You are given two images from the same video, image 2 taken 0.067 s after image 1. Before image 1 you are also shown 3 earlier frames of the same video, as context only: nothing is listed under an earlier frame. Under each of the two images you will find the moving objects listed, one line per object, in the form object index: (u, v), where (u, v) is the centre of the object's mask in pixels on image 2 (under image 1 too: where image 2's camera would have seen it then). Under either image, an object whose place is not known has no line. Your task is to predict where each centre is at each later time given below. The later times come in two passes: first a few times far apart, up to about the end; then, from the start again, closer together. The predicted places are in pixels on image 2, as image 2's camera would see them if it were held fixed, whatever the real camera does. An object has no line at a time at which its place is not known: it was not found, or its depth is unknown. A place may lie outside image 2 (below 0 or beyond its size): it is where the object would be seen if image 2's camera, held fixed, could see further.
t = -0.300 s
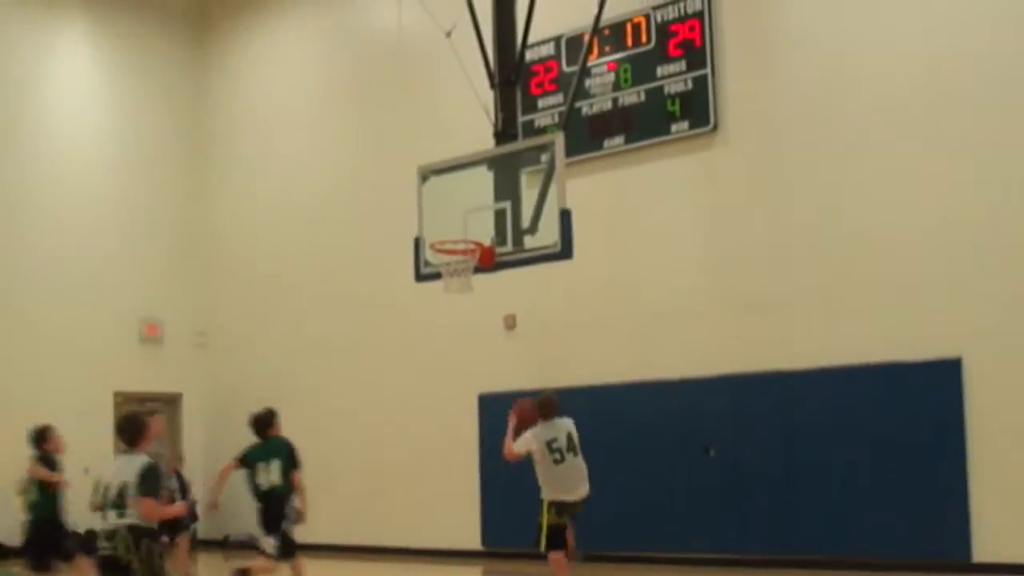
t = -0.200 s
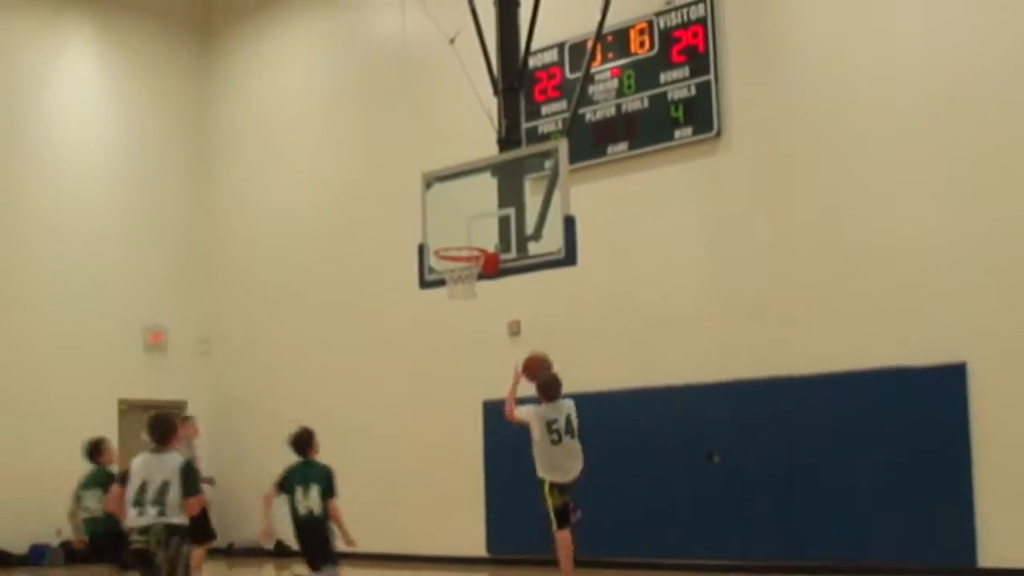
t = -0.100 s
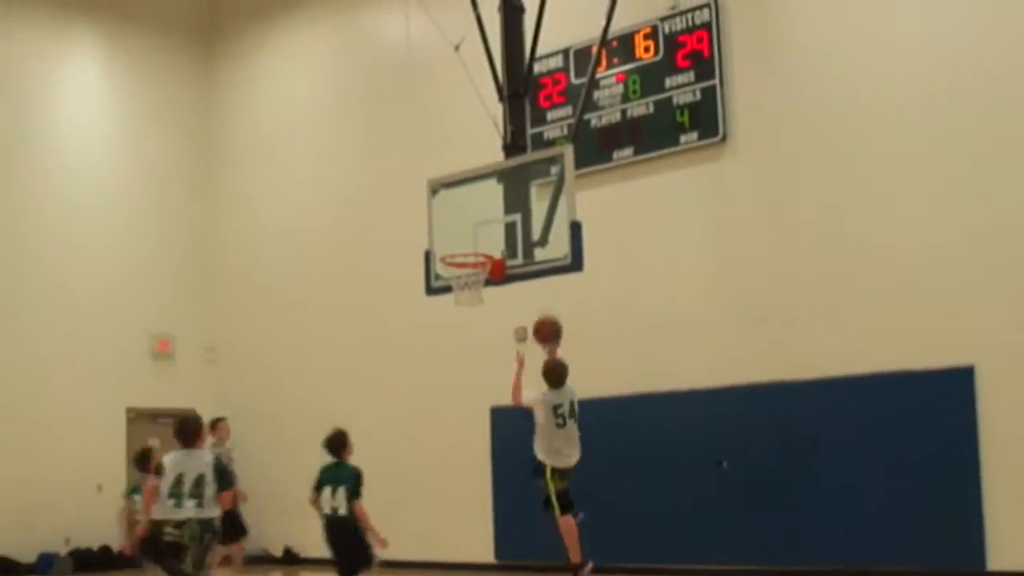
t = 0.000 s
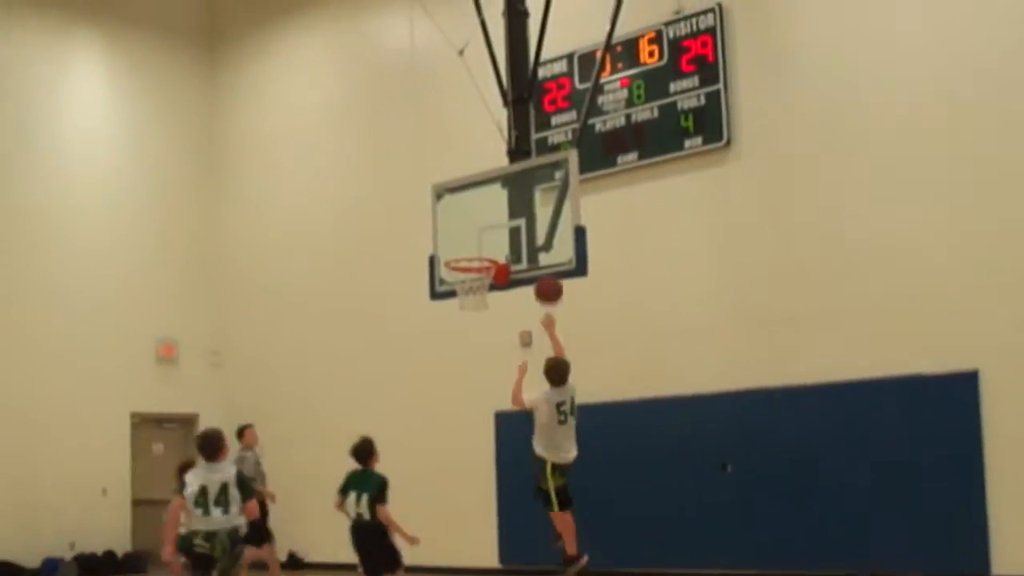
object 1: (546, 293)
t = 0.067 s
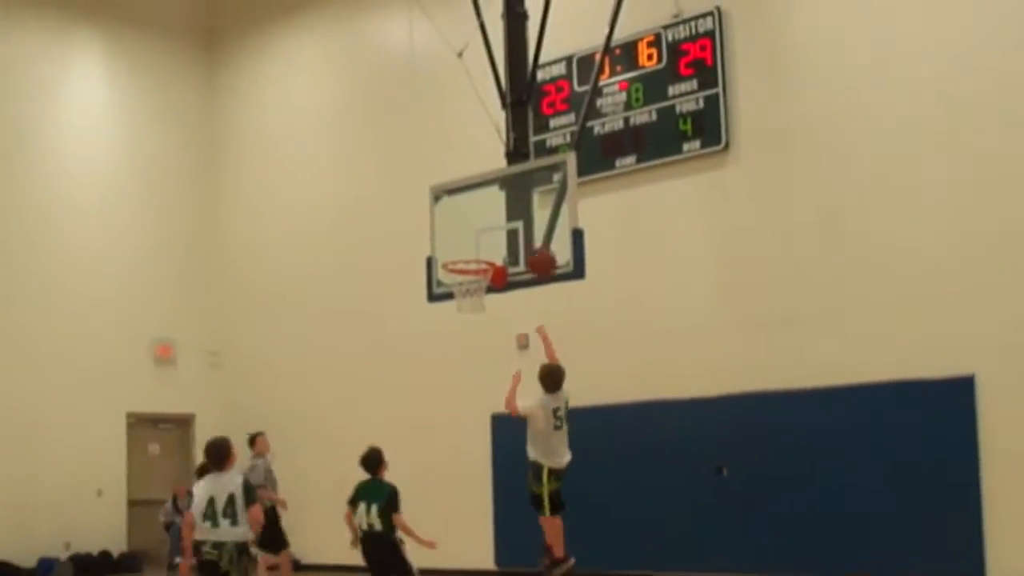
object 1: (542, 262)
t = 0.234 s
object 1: (535, 217)
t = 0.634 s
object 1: (475, 237)
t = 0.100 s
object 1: (539, 252)
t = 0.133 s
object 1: (539, 241)
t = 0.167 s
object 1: (537, 231)
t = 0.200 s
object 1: (536, 223)
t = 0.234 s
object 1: (535, 217)
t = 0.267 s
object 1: (533, 212)
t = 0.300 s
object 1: (533, 209)
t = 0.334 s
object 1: (532, 207)
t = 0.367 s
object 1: (529, 206)
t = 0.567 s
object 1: (488, 222)
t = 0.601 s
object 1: (482, 228)
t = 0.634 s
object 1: (475, 237)
